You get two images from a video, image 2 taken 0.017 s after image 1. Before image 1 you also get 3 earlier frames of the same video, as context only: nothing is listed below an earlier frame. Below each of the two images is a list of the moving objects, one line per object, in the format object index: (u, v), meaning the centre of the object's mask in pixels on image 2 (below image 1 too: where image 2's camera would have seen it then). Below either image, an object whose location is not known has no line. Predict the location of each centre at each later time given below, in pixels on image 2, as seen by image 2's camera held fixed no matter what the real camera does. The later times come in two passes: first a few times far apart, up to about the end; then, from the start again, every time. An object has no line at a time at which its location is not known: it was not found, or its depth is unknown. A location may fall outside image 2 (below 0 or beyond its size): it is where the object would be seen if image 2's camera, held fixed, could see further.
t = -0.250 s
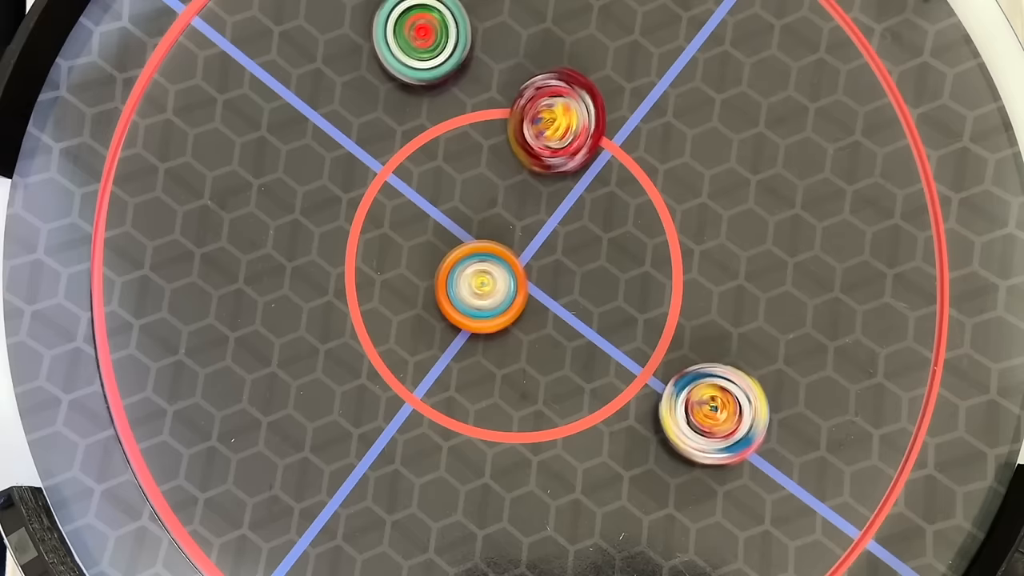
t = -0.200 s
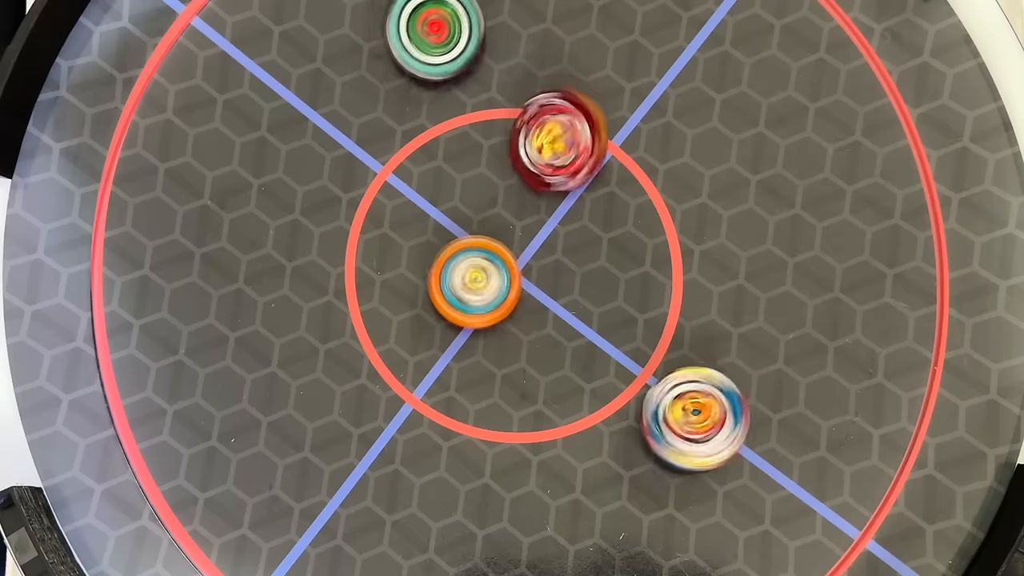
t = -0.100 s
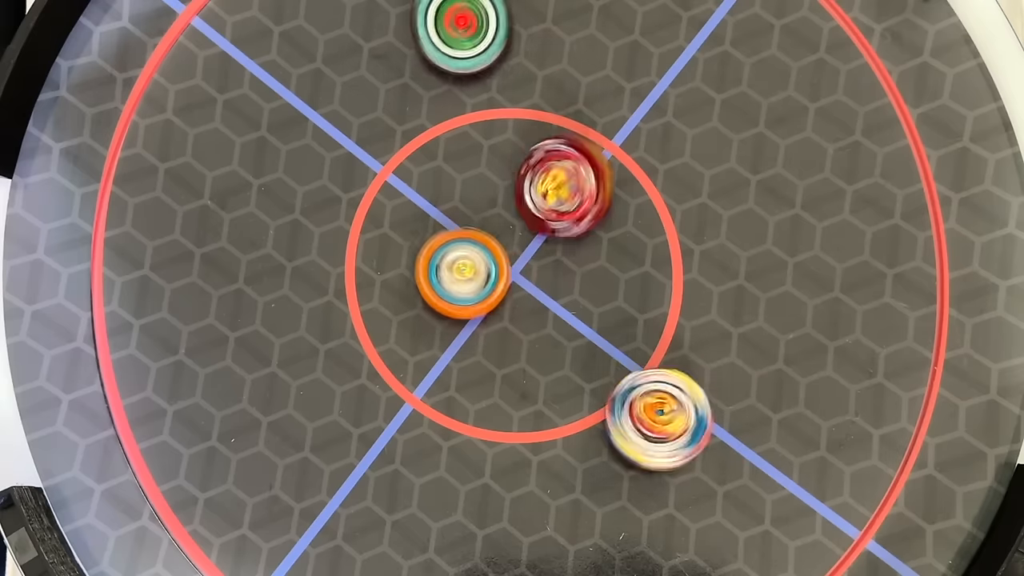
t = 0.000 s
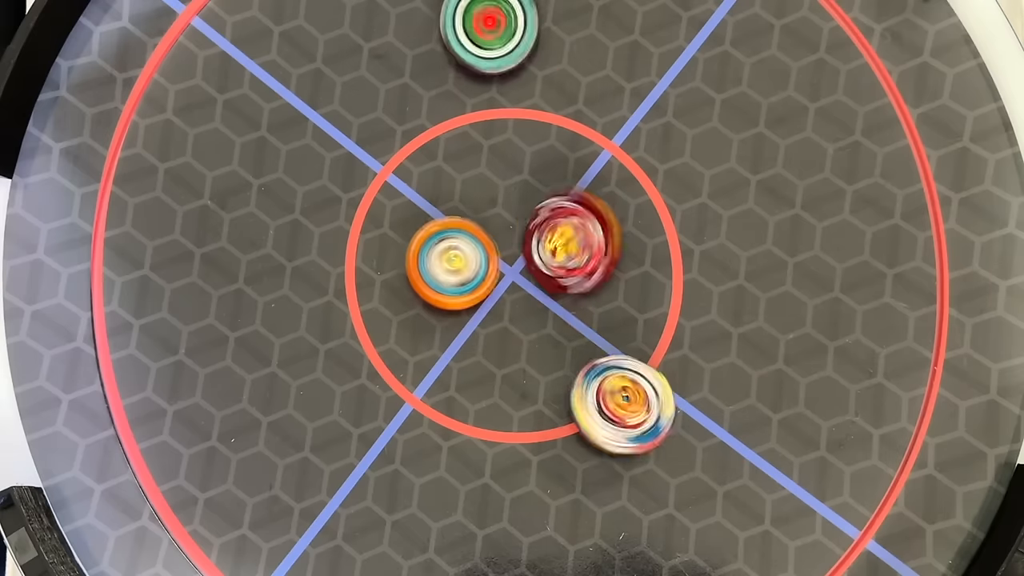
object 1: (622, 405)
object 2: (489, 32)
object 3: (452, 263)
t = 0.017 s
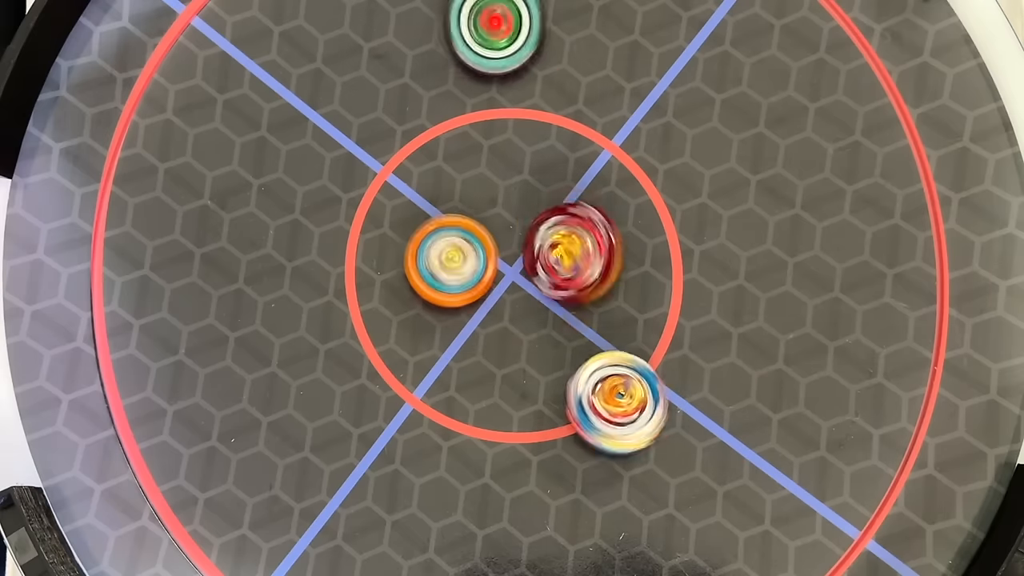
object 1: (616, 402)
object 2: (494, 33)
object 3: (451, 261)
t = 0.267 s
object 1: (530, 371)
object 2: (564, 46)
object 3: (441, 232)
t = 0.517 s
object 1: (457, 304)
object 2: (627, 100)
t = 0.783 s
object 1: (439, 258)
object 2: (670, 184)
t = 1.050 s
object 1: (478, 227)
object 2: (751, 210)
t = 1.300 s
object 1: (528, 243)
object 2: (752, 276)
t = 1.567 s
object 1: (555, 292)
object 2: (722, 344)
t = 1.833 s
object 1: (593, 254)
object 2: (697, 447)
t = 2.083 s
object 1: (566, 178)
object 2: (678, 528)
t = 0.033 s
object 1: (611, 398)
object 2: (499, 33)
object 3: (449, 259)
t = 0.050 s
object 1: (605, 394)
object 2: (504, 33)
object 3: (448, 258)
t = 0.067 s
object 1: (601, 389)
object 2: (509, 34)
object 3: (448, 255)
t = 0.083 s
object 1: (593, 392)
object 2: (513, 34)
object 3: (446, 253)
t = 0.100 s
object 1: (586, 395)
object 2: (518, 35)
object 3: (445, 252)
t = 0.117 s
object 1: (578, 397)
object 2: (523, 36)
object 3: (445, 249)
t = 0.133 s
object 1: (572, 396)
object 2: (527, 36)
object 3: (443, 247)
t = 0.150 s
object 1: (564, 394)
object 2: (533, 37)
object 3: (443, 246)
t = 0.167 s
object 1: (558, 389)
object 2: (537, 38)
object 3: (443, 243)
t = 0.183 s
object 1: (553, 386)
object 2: (541, 39)
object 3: (442, 241)
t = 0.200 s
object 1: (551, 383)
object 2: (547, 40)
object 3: (441, 240)
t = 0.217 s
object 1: (545, 382)
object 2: (551, 41)
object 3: (442, 238)
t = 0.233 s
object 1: (540, 379)
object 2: (555, 43)
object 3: (442, 235)
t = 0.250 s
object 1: (534, 376)
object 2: (560, 44)
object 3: (441, 234)
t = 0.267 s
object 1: (530, 371)
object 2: (564, 46)
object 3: (441, 232)
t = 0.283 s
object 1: (527, 368)
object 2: (569, 48)
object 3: (442, 229)
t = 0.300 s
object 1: (523, 365)
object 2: (573, 50)
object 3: (441, 228)
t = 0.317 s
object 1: (519, 362)
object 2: (577, 53)
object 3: (442, 226)
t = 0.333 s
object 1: (515, 357)
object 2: (583, 57)
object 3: (442, 224)
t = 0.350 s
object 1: (512, 353)
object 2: (587, 60)
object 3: (442, 222)
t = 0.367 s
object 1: (506, 348)
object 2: (590, 63)
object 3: (443, 221)
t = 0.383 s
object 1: (497, 345)
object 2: (595, 67)
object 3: (444, 219)
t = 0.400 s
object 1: (488, 336)
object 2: (600, 71)
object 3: (444, 216)
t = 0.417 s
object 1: (483, 329)
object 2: (603, 75)
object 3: (445, 216)
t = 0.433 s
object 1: (478, 322)
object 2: (608, 78)
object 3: (446, 214)
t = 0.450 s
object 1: (475, 315)
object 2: (611, 82)
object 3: (446, 211)
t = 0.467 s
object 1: (471, 308)
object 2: (615, 87)
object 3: (447, 211)
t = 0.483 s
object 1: (468, 302)
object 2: (619, 91)
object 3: (448, 207)
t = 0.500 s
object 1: (462, 304)
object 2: (622, 95)
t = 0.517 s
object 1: (457, 304)
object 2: (627, 100)
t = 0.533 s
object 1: (454, 301)
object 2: (630, 105)
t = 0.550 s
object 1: (451, 299)
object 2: (633, 109)
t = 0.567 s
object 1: (449, 298)
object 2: (637, 114)
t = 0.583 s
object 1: (447, 296)
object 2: (640, 119)
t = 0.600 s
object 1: (443, 293)
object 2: (643, 125)
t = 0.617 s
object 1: (441, 289)
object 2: (646, 129)
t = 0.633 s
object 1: (440, 285)
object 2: (649, 134)
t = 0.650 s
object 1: (439, 282)
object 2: (652, 140)
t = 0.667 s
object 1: (440, 280)
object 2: (654, 146)
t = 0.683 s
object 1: (439, 278)
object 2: (656, 150)
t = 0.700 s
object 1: (438, 276)
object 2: (660, 156)
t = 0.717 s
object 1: (437, 273)
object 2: (662, 162)
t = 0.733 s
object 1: (437, 269)
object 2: (664, 167)
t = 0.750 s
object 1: (438, 265)
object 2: (666, 172)
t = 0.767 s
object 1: (439, 262)
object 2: (668, 178)
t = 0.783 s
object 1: (439, 258)
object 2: (670, 184)
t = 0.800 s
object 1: (441, 255)
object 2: (672, 190)
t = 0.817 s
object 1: (443, 251)
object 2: (673, 195)
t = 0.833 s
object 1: (445, 249)
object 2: (679, 199)
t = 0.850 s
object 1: (446, 247)
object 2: (690, 196)
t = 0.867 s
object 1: (446, 246)
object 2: (700, 195)
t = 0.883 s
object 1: (447, 243)
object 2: (710, 193)
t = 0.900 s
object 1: (449, 239)
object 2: (718, 193)
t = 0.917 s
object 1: (453, 237)
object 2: (727, 193)
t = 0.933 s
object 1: (457, 235)
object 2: (733, 193)
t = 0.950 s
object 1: (459, 234)
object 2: (738, 195)
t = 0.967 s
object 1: (461, 233)
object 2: (742, 197)
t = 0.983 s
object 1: (463, 231)
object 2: (744, 198)
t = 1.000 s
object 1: (467, 229)
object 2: (747, 201)
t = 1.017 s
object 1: (470, 228)
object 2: (748, 203)
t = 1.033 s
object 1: (474, 227)
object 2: (750, 206)
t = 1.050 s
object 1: (478, 227)
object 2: (751, 210)
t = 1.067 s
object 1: (480, 226)
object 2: (750, 215)
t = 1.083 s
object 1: (484, 226)
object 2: (752, 219)
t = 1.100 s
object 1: (488, 226)
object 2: (752, 223)
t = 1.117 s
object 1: (492, 227)
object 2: (753, 228)
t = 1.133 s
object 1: (496, 227)
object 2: (754, 231)
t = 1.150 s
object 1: (499, 228)
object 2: (755, 236)
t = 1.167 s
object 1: (501, 228)
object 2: (756, 241)
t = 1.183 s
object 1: (505, 229)
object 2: (755, 245)
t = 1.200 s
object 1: (509, 230)
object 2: (756, 249)
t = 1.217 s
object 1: (512, 232)
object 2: (755, 253)
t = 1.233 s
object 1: (516, 234)
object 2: (755, 258)
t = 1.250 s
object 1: (519, 236)
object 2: (755, 262)
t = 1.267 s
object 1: (522, 237)
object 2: (754, 267)
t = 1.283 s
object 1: (525, 240)
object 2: (754, 272)
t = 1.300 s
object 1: (528, 243)
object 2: (752, 276)
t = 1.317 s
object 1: (530, 245)
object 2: (751, 280)
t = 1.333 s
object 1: (532, 247)
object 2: (750, 284)
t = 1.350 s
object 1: (535, 250)
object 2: (749, 289)
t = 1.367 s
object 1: (537, 252)
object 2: (748, 294)
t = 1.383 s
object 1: (539, 256)
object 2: (746, 299)
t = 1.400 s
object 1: (541, 259)
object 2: (745, 303)
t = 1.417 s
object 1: (543, 263)
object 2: (742, 307)
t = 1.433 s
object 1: (544, 267)
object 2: (741, 312)
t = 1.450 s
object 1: (545, 269)
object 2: (739, 316)
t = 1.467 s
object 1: (546, 272)
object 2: (737, 321)
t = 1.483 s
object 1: (547, 276)
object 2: (735, 325)
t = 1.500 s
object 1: (547, 279)
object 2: (732, 329)
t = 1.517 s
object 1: (548, 283)
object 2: (730, 333)
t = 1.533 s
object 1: (548, 287)
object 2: (727, 337)
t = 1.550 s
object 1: (549, 289)
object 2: (724, 340)
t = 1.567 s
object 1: (555, 292)
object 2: (722, 344)
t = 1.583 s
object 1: (557, 297)
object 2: (719, 348)
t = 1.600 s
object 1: (563, 298)
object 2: (716, 352)
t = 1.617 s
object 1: (571, 299)
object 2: (712, 356)
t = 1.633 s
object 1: (578, 301)
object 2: (709, 359)
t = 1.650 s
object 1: (582, 305)
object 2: (705, 362)
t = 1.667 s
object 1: (585, 308)
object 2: (702, 365)
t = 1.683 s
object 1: (586, 310)
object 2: (699, 368)
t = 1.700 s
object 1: (588, 309)
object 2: (695, 371)
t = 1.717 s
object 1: (591, 307)
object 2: (691, 374)
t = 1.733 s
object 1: (596, 307)
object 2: (686, 377)
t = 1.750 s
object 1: (600, 307)
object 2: (682, 380)
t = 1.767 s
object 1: (602, 303)
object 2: (680, 385)
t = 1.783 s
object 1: (597, 288)
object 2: (685, 403)
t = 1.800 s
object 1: (595, 275)
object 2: (689, 418)
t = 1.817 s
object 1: (593, 263)
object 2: (693, 434)
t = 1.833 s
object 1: (593, 254)
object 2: (697, 447)
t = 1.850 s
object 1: (592, 246)
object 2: (698, 460)
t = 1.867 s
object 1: (590, 239)
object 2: (700, 472)
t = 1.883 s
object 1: (587, 232)
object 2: (700, 482)
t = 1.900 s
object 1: (584, 224)
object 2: (701, 491)
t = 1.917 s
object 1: (582, 216)
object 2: (701, 498)
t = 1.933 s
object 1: (583, 209)
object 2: (700, 505)
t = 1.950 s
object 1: (584, 202)
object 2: (699, 511)
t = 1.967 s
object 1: (585, 196)
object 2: (699, 515)
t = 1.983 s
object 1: (586, 192)
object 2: (697, 518)
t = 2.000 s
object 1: (586, 187)
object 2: (695, 521)
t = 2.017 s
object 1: (585, 182)
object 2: (692, 523)
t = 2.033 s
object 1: (584, 177)
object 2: (689, 524)
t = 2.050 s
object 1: (580, 176)
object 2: (686, 525)
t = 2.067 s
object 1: (574, 178)
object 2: (682, 527)
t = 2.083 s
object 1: (566, 178)
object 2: (678, 528)
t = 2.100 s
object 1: (558, 178)
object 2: (674, 529)
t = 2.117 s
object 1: (553, 177)
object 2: (671, 530)
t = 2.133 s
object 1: (551, 177)
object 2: (666, 531)
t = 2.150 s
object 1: (548, 179)
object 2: (662, 531)
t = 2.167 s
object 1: (548, 182)
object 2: (657, 532)
